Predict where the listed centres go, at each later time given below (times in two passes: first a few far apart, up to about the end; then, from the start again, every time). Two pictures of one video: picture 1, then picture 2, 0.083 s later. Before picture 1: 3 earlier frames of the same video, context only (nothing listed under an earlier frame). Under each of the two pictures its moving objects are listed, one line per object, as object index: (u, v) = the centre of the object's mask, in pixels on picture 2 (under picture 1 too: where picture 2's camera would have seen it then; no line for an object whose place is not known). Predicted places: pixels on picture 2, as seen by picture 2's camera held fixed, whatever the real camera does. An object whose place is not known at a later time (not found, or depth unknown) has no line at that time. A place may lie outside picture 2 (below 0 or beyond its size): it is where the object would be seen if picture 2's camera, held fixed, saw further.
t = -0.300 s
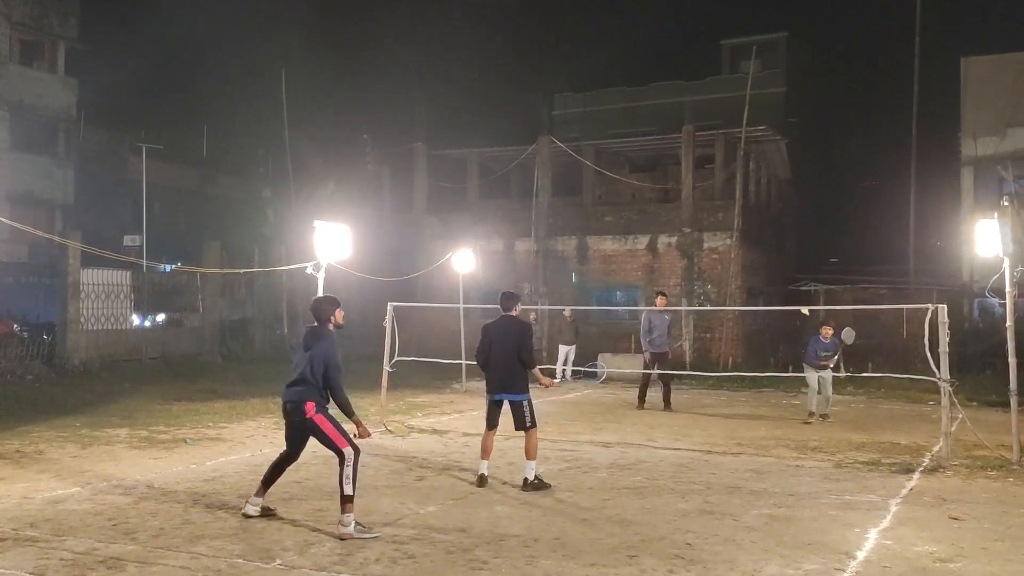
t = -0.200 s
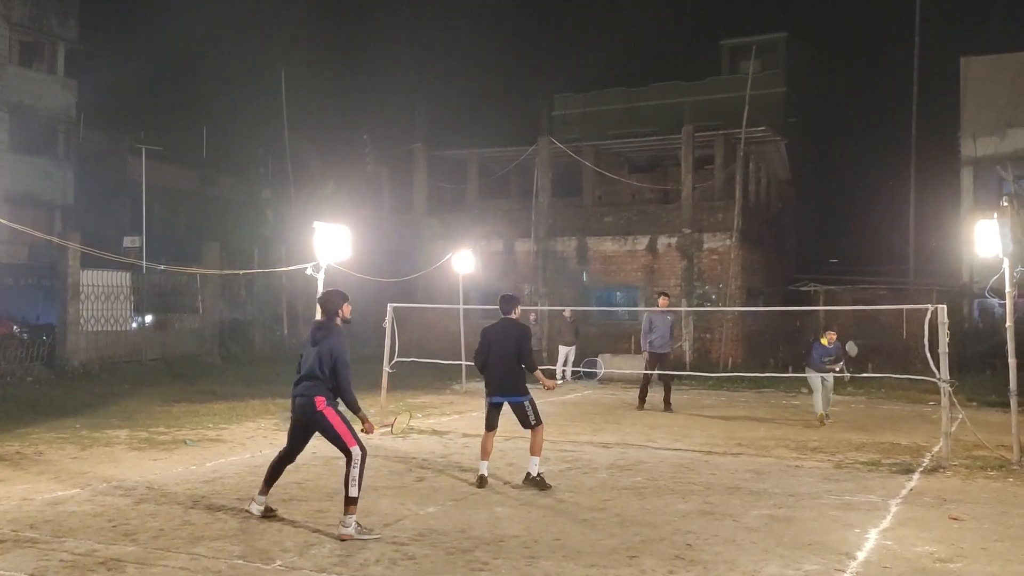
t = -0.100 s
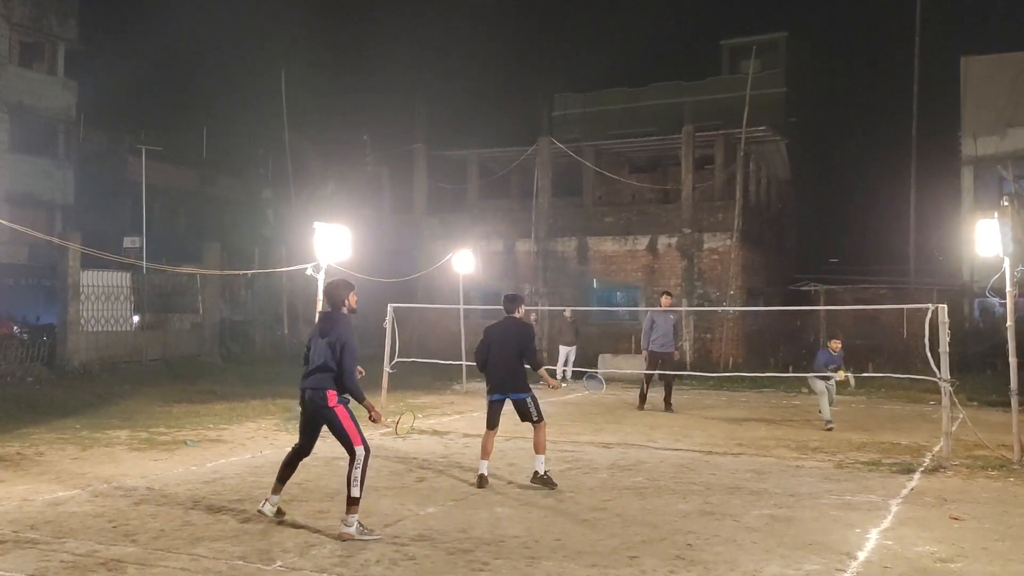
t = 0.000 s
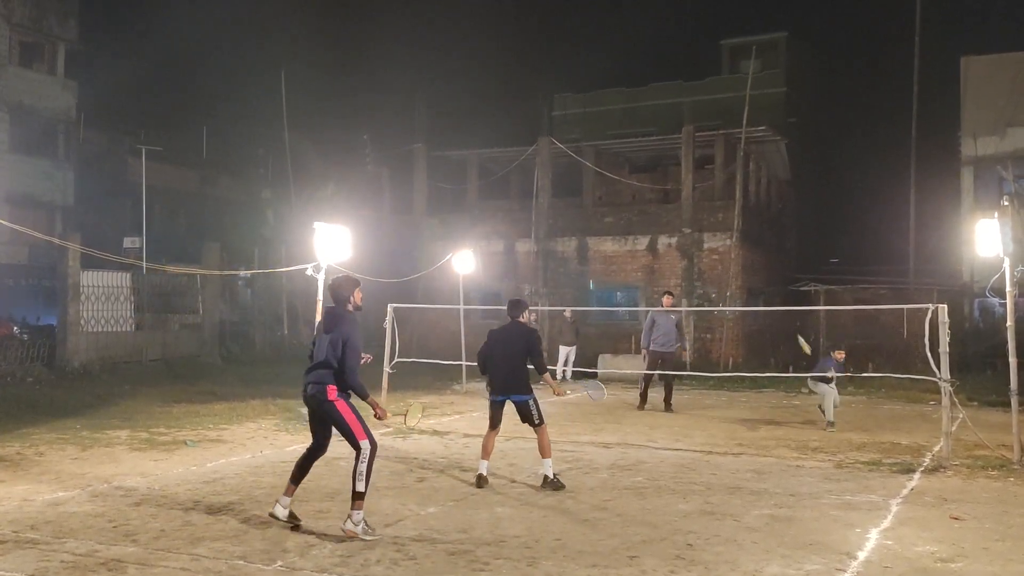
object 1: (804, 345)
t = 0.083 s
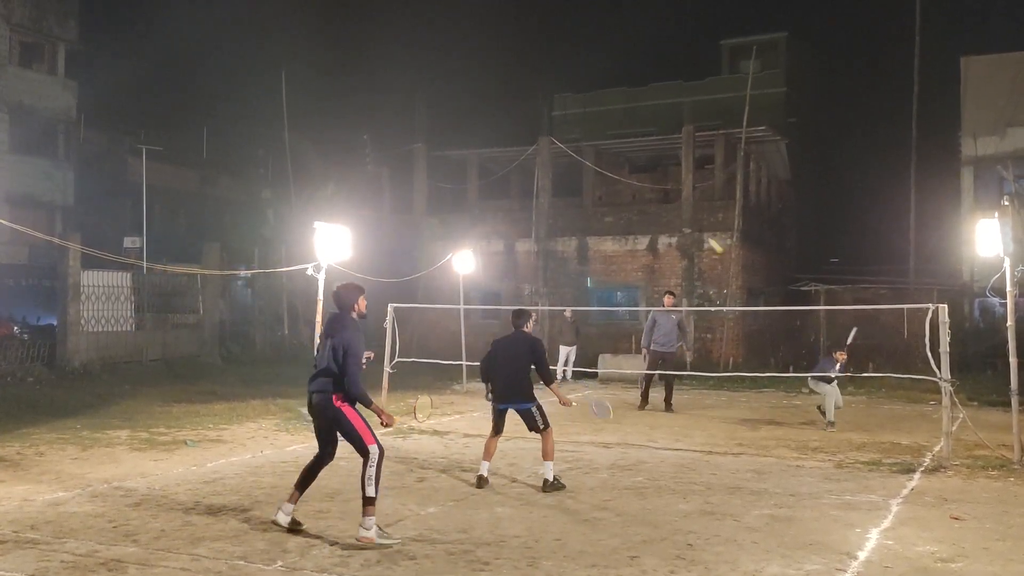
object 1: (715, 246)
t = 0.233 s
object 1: (598, 129)
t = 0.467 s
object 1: (464, 33)
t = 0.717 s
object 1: (346, 8)
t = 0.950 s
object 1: (249, 50)
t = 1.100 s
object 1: (196, 108)
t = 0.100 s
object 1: (700, 230)
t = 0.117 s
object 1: (685, 214)
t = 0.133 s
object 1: (671, 200)
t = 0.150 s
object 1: (657, 187)
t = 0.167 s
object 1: (644, 174)
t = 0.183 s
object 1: (632, 162)
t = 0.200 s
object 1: (620, 151)
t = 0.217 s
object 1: (609, 139)
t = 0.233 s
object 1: (598, 129)
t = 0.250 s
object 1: (587, 119)
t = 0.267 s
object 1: (576, 110)
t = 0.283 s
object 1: (565, 102)
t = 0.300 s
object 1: (555, 94)
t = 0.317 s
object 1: (545, 85)
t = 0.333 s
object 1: (536, 78)
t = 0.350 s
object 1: (526, 71)
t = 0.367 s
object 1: (517, 64)
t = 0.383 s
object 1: (508, 58)
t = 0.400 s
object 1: (499, 52)
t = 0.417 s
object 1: (490, 47)
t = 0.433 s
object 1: (481, 42)
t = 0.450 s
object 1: (473, 37)
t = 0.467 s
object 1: (464, 33)
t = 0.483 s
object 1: (455, 28)
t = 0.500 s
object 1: (447, 25)
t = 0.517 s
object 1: (439, 22)
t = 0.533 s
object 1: (430, 19)
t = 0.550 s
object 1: (422, 16)
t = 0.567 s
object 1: (415, 14)
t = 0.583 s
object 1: (407, 12)
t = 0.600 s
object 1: (399, 10)
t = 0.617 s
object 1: (391, 9)
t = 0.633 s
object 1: (383, 8)
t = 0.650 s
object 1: (376, 7)
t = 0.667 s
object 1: (368, 7)
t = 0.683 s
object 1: (361, 7)
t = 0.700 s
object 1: (353, 7)
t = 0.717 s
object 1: (346, 8)
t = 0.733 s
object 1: (338, 9)
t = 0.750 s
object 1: (331, 10)
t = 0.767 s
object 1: (324, 12)
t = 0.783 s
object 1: (317, 14)
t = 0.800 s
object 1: (310, 16)
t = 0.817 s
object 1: (303, 18)
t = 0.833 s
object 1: (296, 21)
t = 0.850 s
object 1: (289, 25)
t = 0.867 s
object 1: (282, 28)
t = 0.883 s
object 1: (276, 31)
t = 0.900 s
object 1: (269, 35)
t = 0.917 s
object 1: (263, 40)
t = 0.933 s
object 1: (256, 45)
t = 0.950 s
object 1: (249, 50)
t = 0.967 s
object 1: (243, 55)
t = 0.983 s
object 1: (237, 61)
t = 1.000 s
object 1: (231, 66)
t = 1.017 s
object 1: (225, 73)
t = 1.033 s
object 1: (219, 79)
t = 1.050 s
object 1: (213, 86)
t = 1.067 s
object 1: (208, 93)
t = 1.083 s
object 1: (202, 100)
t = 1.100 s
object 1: (196, 108)
